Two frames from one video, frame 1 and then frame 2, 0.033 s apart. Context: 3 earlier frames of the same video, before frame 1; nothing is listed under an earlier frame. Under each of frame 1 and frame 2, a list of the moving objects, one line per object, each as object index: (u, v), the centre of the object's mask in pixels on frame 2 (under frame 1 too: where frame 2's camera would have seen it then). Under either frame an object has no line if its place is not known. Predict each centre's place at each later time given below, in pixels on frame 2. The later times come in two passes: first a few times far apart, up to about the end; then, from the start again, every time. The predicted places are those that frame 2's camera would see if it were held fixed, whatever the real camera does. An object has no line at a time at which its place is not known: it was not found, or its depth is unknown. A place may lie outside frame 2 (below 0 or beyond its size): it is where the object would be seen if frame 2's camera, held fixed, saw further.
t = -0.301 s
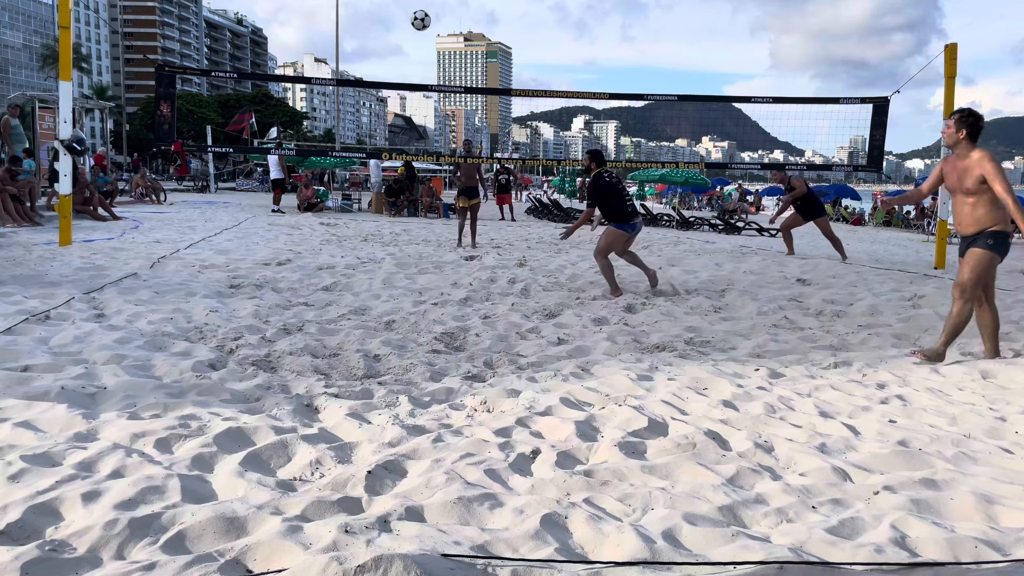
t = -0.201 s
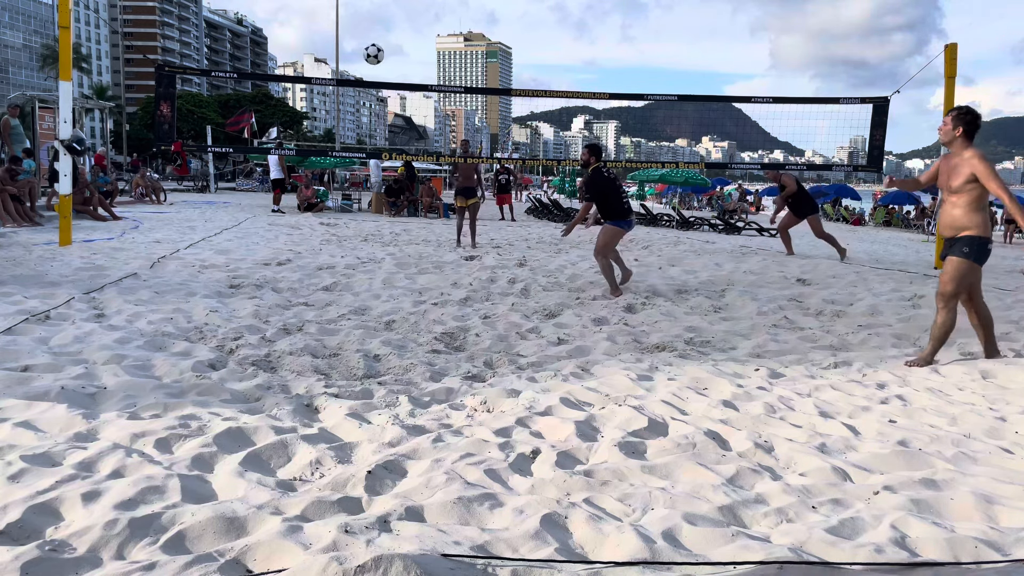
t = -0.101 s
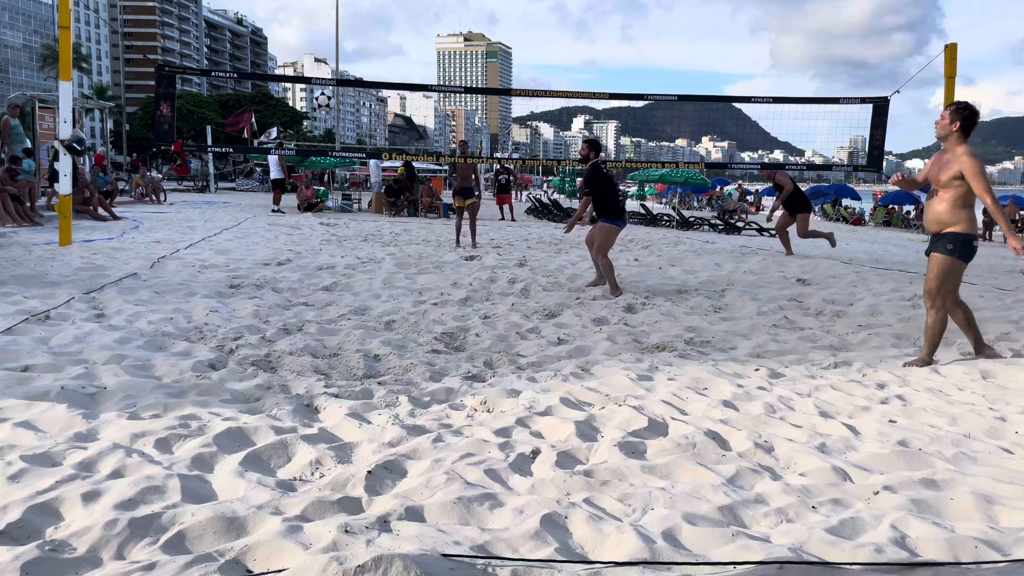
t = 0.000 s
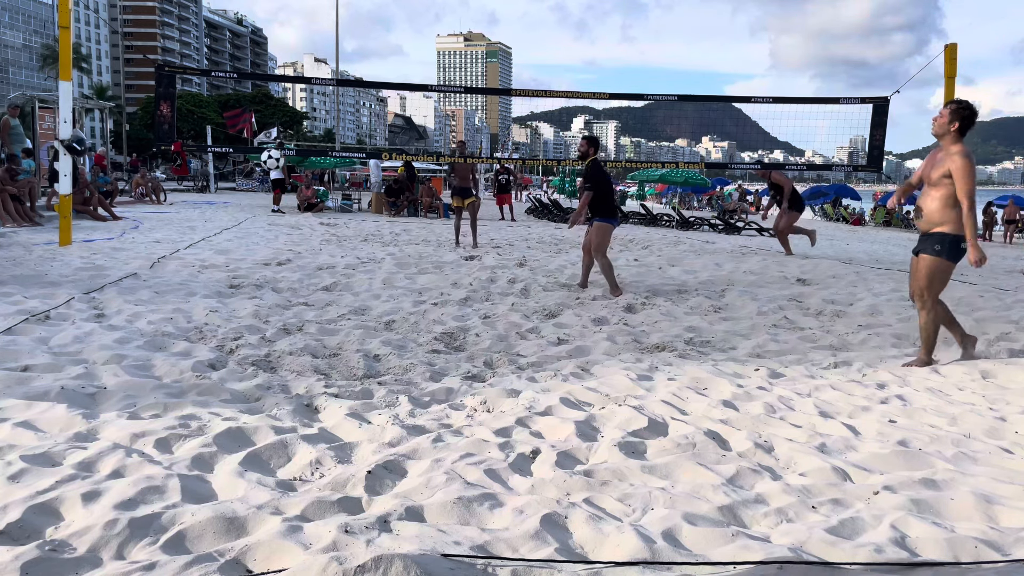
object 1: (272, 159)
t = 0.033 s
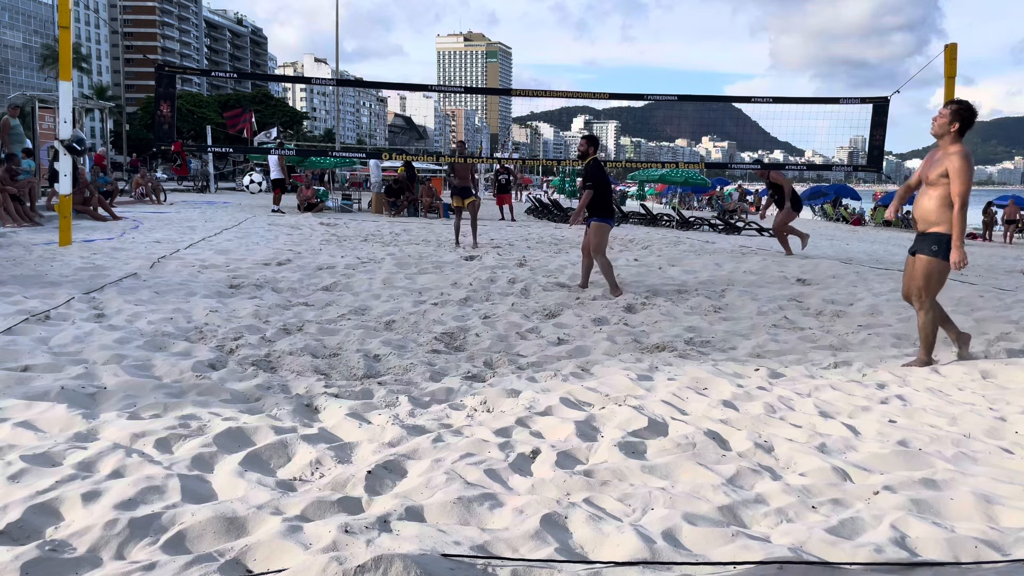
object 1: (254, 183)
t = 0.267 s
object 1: (177, 235)
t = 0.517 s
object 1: (156, 173)
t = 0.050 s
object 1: (244, 195)
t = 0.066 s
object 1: (236, 208)
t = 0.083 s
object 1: (226, 221)
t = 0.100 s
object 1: (217, 234)
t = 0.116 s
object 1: (208, 248)
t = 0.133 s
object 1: (198, 263)
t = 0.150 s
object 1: (189, 277)
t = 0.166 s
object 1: (186, 276)
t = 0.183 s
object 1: (184, 268)
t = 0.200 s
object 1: (184, 261)
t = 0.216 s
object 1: (182, 254)
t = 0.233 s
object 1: (180, 247)
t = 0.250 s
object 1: (178, 241)
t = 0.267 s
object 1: (177, 235)
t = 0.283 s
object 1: (175, 229)
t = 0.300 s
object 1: (174, 222)
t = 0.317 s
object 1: (171, 217)
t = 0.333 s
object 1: (171, 211)
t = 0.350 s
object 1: (170, 207)
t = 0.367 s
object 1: (168, 202)
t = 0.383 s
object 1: (166, 198)
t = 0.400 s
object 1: (166, 192)
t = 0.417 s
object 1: (164, 188)
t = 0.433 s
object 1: (164, 187)
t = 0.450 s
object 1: (162, 183)
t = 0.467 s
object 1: (160, 180)
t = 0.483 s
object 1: (158, 177)
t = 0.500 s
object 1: (157, 175)
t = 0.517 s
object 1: (156, 173)
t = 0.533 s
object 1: (154, 171)
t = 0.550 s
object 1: (153, 169)
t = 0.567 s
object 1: (151, 168)
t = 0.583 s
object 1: (150, 168)
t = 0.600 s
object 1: (149, 167)
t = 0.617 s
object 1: (148, 167)
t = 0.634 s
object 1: (146, 168)
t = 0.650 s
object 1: (145, 168)
